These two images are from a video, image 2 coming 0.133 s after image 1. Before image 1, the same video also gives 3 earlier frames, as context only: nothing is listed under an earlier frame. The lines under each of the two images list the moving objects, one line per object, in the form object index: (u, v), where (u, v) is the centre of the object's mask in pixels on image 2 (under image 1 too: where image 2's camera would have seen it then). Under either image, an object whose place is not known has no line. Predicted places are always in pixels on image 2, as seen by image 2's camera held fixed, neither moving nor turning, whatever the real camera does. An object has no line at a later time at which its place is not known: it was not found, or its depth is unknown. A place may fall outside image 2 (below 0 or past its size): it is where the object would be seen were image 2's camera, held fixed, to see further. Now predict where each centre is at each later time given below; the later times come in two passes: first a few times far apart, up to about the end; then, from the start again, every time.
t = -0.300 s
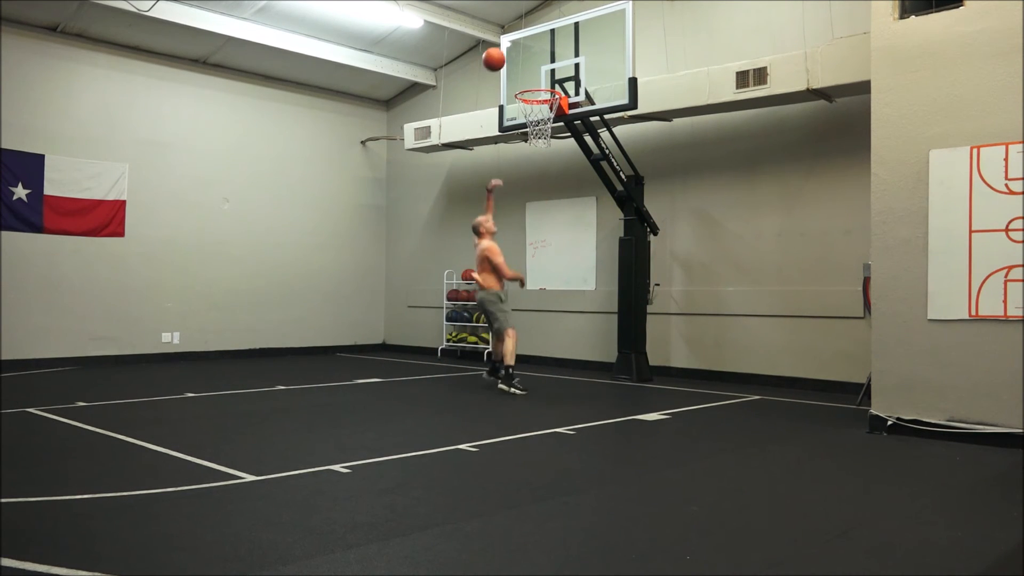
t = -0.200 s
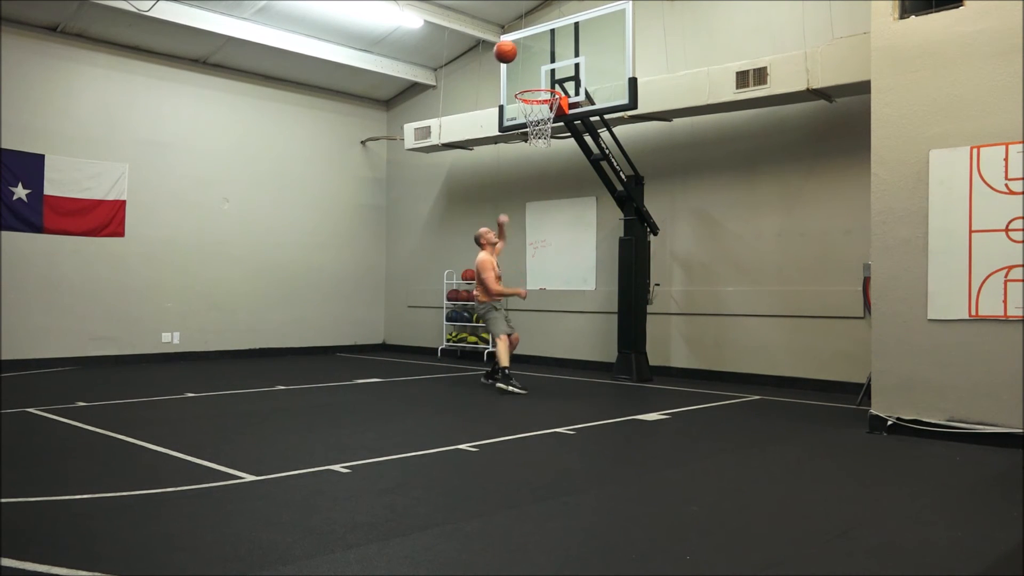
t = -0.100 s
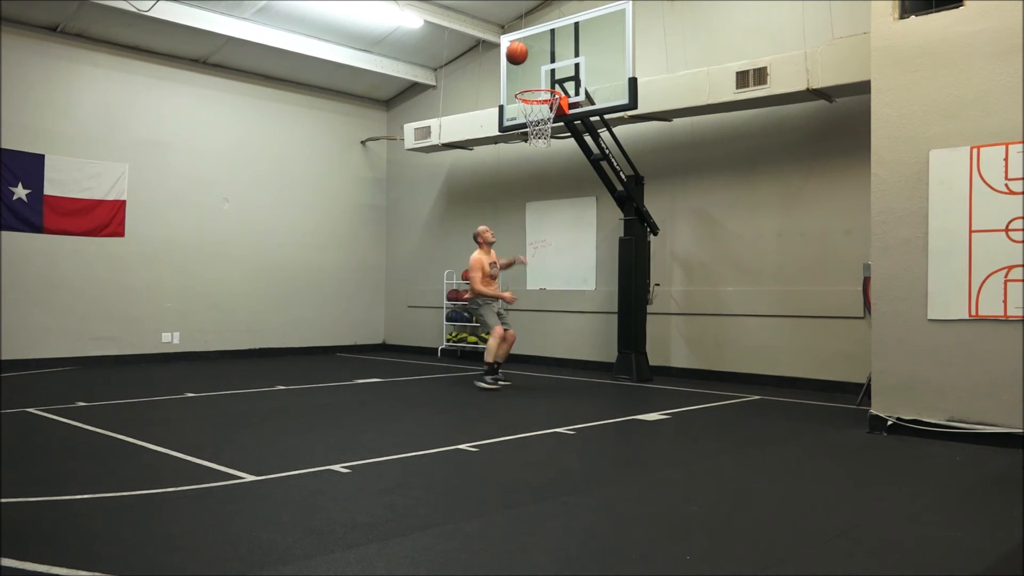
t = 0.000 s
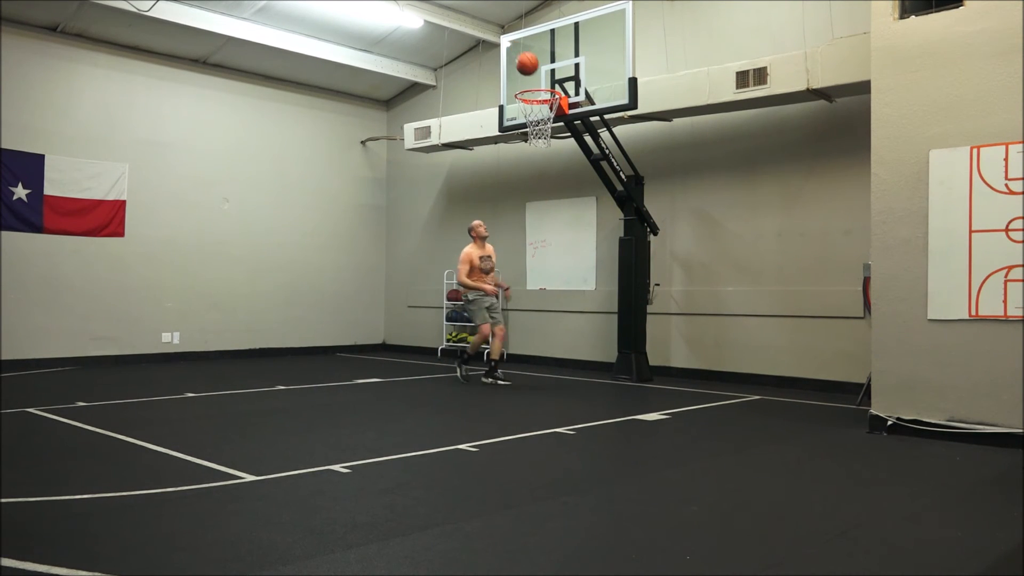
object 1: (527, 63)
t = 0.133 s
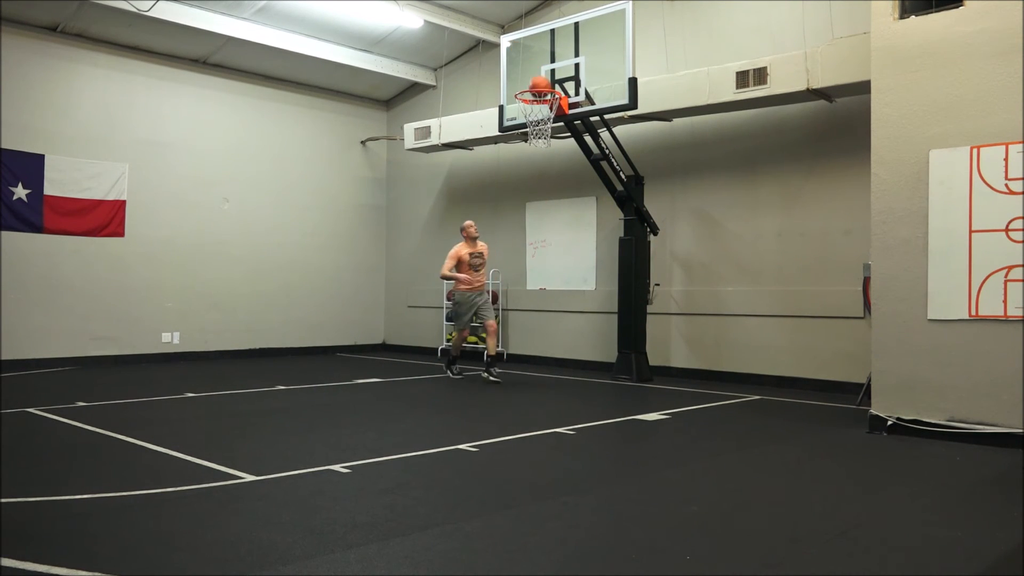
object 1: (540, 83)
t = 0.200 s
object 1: (540, 75)
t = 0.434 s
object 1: (542, 62)
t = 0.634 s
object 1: (542, 84)
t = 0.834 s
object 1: (534, 130)
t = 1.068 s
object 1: (528, 198)
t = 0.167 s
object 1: (540, 79)
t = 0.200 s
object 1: (540, 75)
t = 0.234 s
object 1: (541, 70)
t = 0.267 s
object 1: (541, 66)
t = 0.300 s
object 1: (541, 63)
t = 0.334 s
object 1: (541, 61)
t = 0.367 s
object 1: (541, 60)
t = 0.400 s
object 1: (541, 60)
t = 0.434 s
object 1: (542, 62)
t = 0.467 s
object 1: (542, 63)
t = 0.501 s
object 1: (542, 67)
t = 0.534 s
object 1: (542, 71)
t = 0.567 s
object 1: (542, 76)
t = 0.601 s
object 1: (542, 81)
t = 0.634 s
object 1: (542, 84)
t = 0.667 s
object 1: (540, 94)
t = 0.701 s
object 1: (539, 101)
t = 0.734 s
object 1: (537, 106)
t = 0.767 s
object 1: (536, 114)
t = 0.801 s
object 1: (535, 121)
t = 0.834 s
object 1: (534, 130)
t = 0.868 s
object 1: (533, 136)
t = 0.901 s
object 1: (532, 145)
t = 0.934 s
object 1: (531, 154)
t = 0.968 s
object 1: (531, 163)
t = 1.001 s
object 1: (530, 174)
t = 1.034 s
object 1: (529, 185)
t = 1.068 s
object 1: (528, 198)
